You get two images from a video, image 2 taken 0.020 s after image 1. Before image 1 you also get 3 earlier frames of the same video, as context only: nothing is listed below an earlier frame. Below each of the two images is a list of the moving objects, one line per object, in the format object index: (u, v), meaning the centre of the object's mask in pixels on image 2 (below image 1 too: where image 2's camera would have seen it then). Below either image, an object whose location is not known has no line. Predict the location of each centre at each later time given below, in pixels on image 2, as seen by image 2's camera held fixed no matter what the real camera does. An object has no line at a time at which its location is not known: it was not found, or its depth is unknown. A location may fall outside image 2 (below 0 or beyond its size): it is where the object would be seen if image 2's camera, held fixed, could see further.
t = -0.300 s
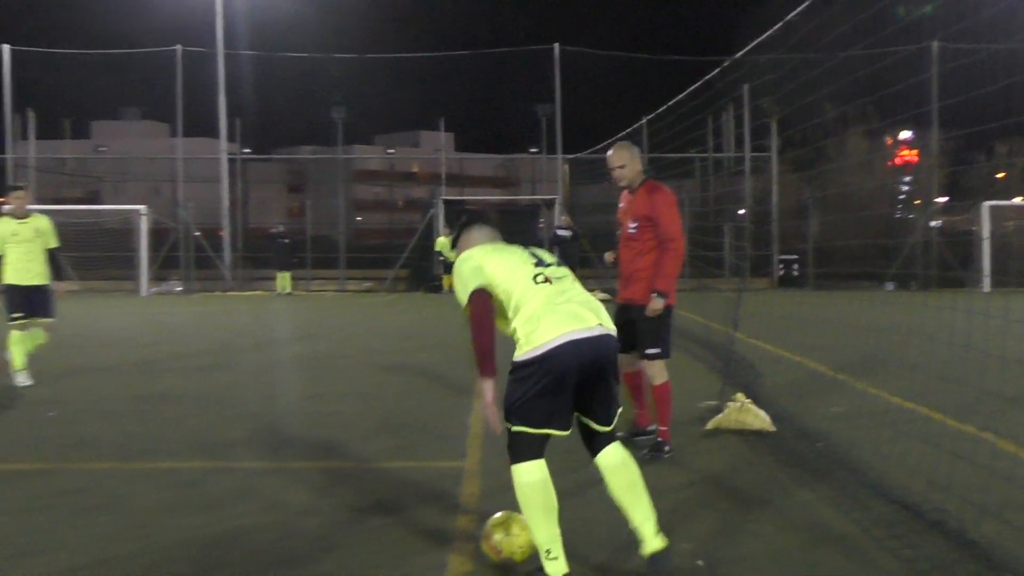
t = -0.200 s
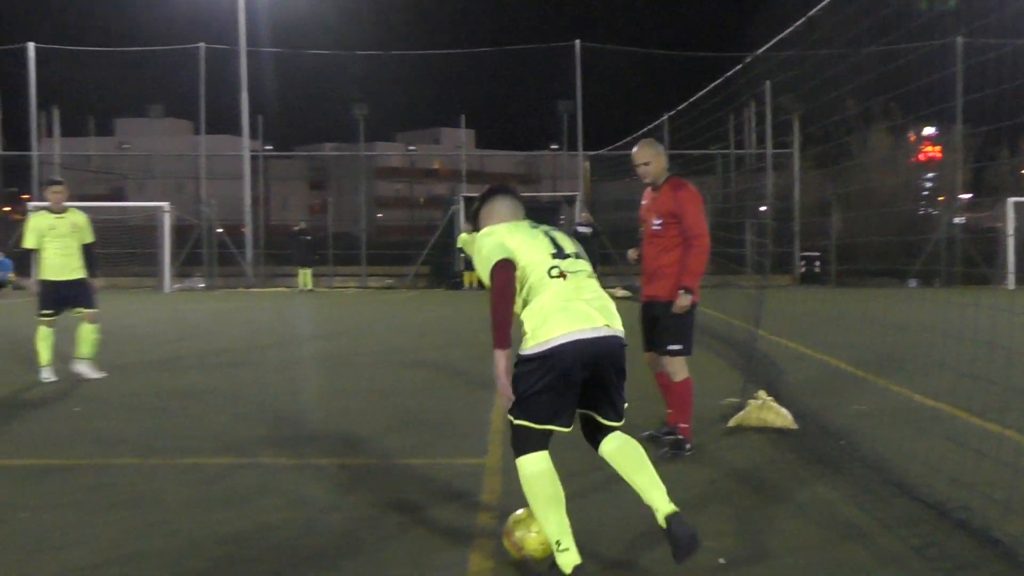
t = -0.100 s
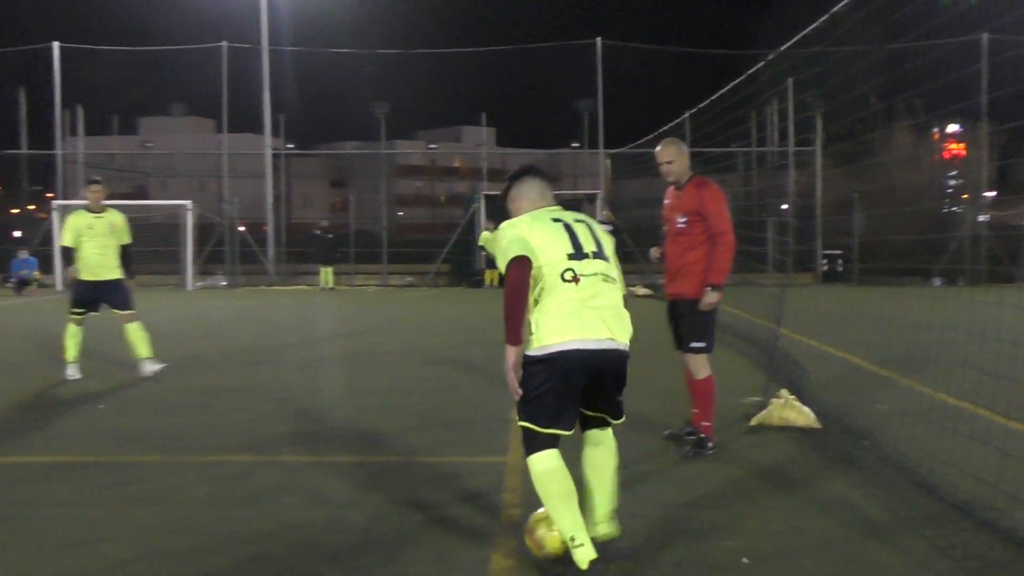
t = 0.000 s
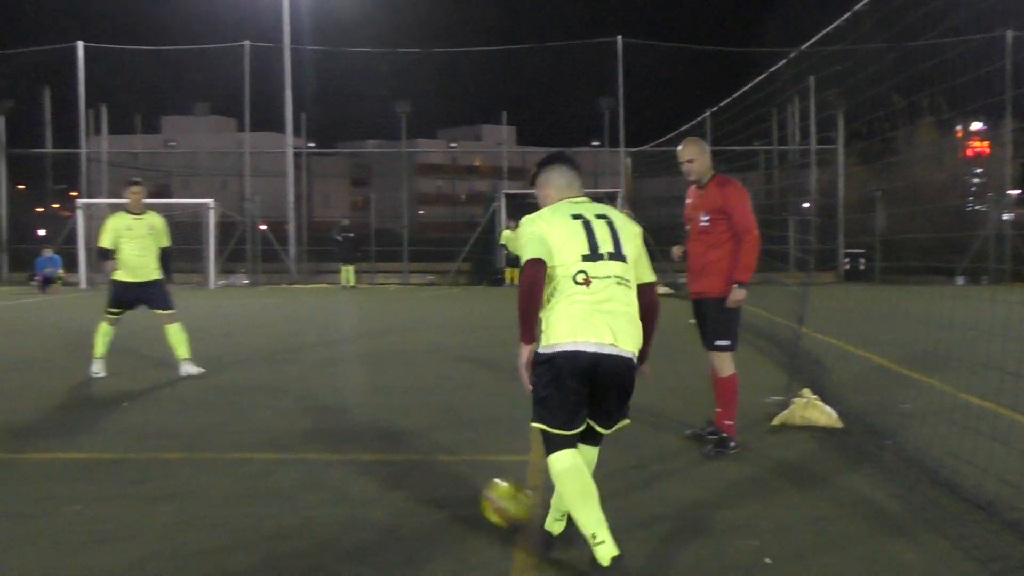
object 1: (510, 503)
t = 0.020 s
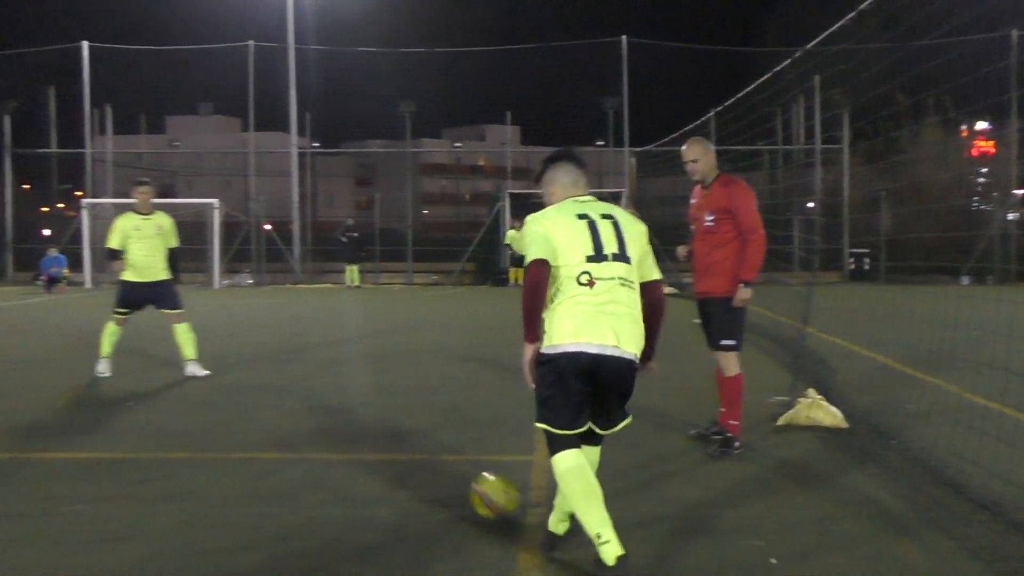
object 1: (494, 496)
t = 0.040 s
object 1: (476, 490)
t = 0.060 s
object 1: (462, 484)
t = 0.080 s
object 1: (447, 479)
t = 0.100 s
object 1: (435, 472)
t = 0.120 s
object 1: (422, 466)
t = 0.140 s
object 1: (411, 462)
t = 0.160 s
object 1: (399, 457)
